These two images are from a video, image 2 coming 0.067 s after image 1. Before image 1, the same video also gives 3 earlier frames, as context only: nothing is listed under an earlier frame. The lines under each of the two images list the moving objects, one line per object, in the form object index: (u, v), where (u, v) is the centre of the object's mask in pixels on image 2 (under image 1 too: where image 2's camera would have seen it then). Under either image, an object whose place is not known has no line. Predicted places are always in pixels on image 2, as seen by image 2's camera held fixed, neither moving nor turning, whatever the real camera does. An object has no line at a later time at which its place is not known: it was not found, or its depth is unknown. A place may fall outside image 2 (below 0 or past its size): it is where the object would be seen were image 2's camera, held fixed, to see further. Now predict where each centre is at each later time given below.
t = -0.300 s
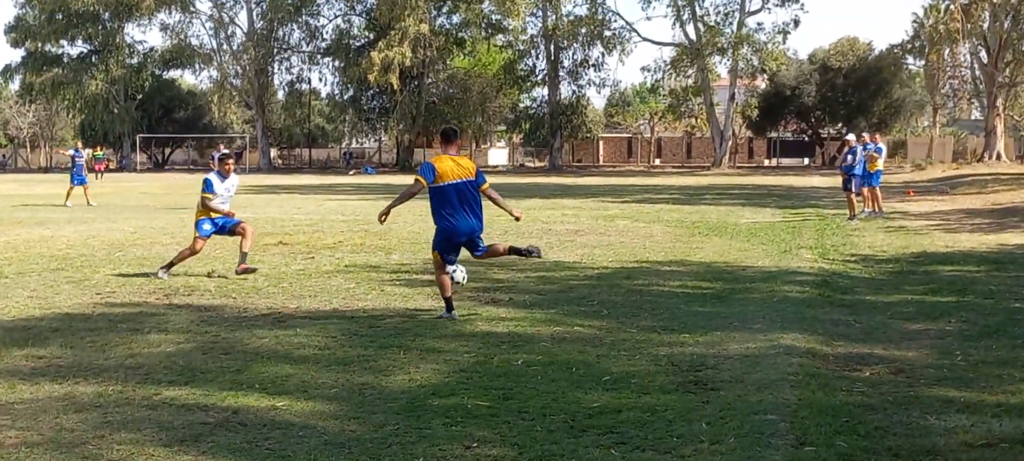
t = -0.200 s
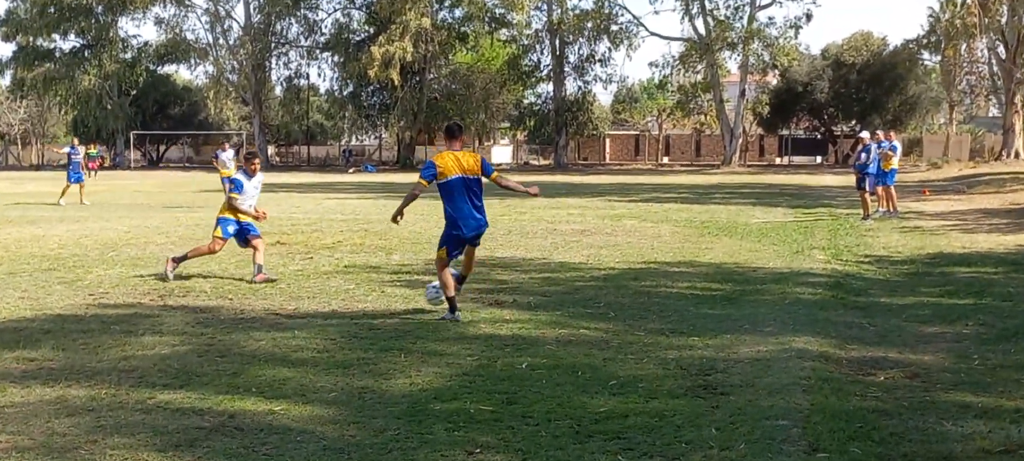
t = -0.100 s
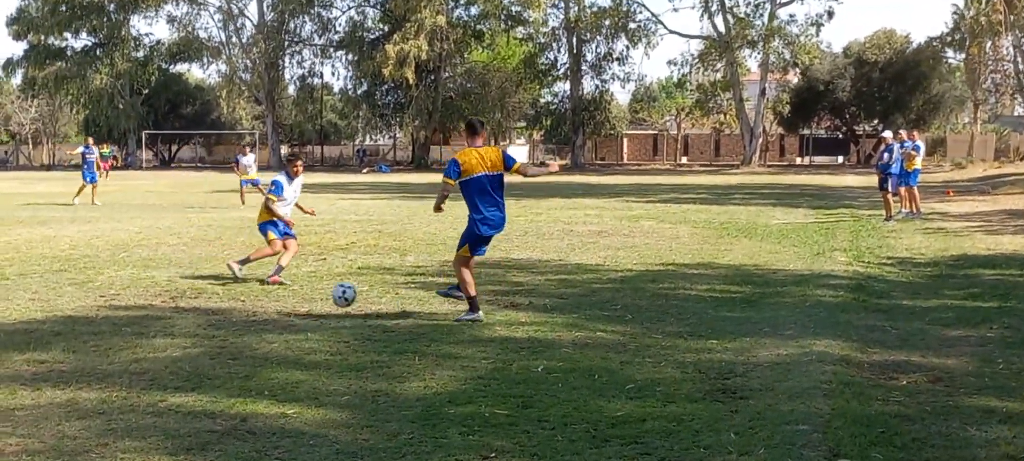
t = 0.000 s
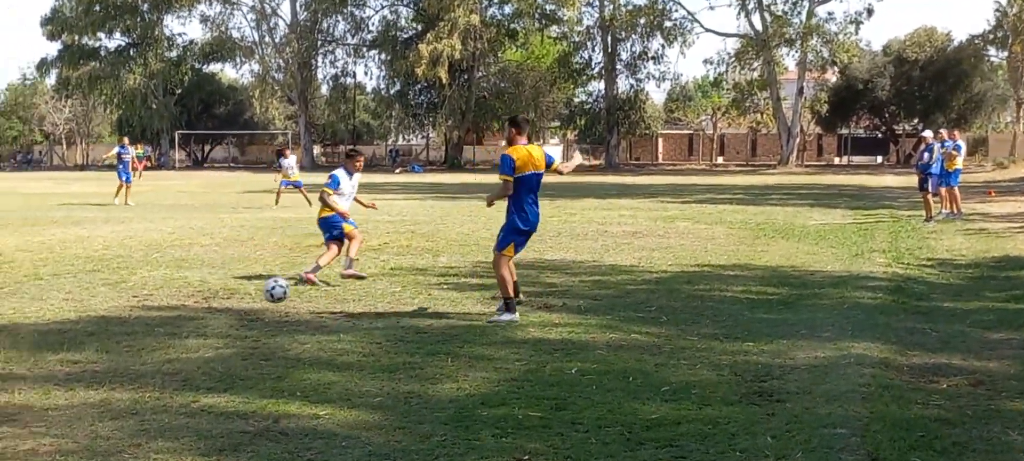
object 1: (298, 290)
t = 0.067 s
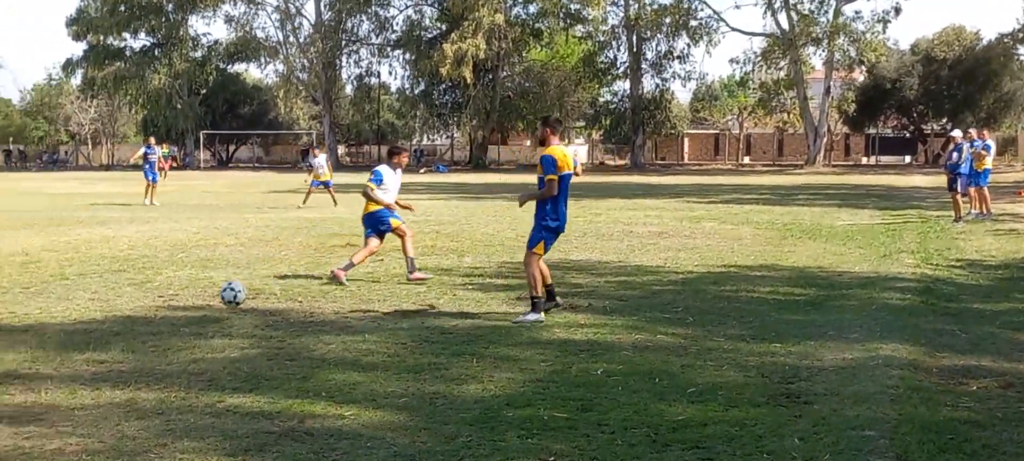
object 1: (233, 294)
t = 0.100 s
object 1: (201, 297)
